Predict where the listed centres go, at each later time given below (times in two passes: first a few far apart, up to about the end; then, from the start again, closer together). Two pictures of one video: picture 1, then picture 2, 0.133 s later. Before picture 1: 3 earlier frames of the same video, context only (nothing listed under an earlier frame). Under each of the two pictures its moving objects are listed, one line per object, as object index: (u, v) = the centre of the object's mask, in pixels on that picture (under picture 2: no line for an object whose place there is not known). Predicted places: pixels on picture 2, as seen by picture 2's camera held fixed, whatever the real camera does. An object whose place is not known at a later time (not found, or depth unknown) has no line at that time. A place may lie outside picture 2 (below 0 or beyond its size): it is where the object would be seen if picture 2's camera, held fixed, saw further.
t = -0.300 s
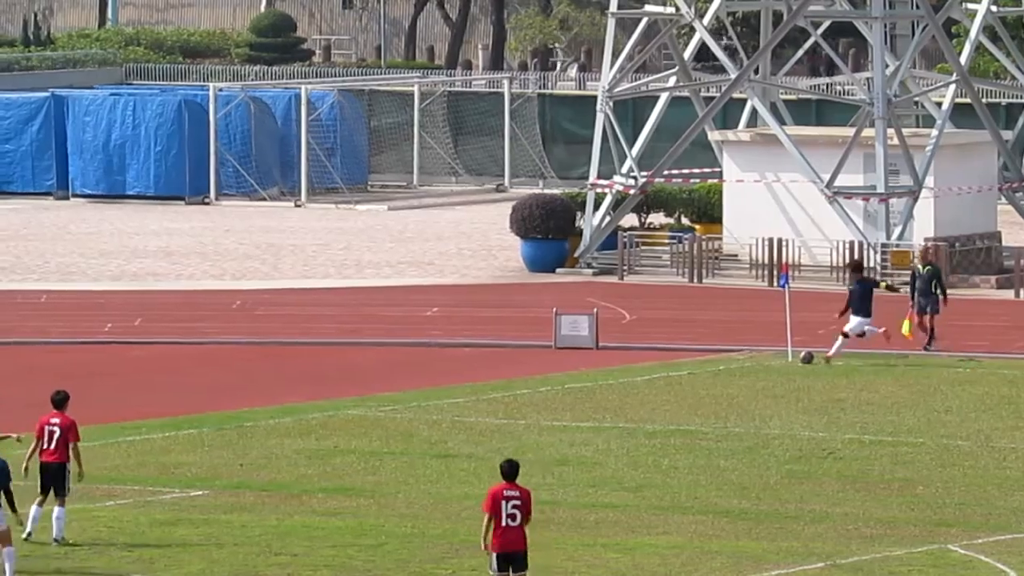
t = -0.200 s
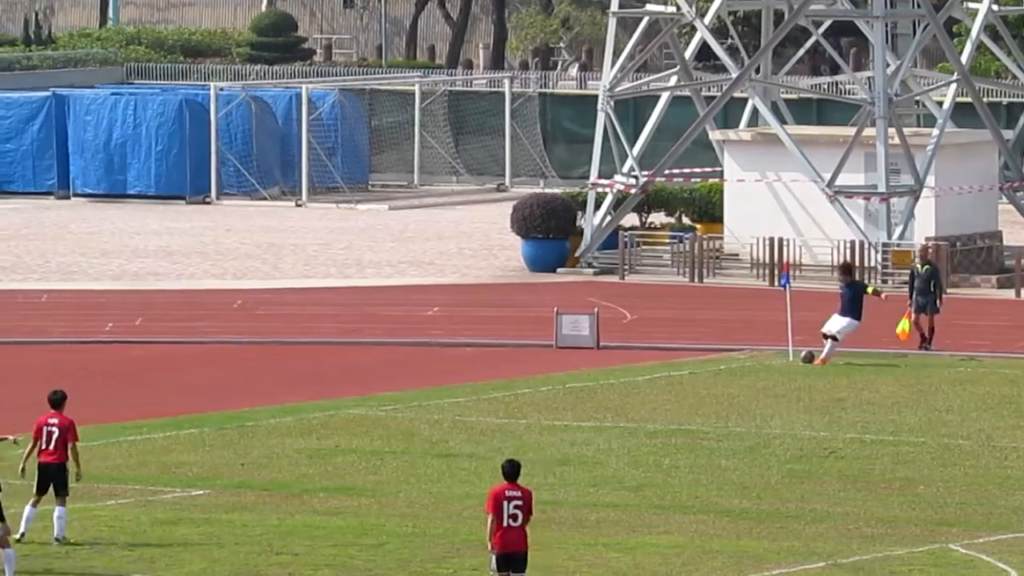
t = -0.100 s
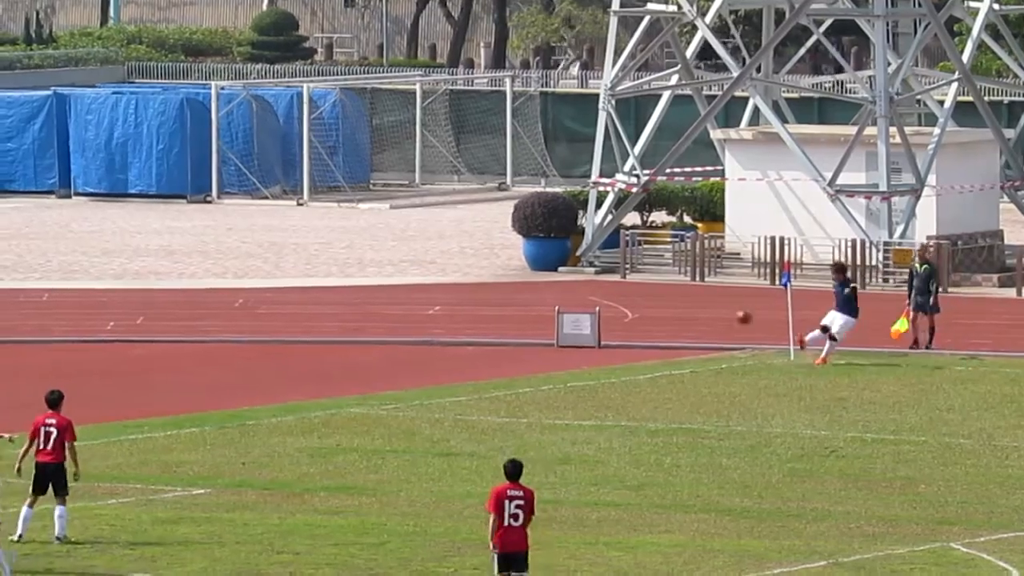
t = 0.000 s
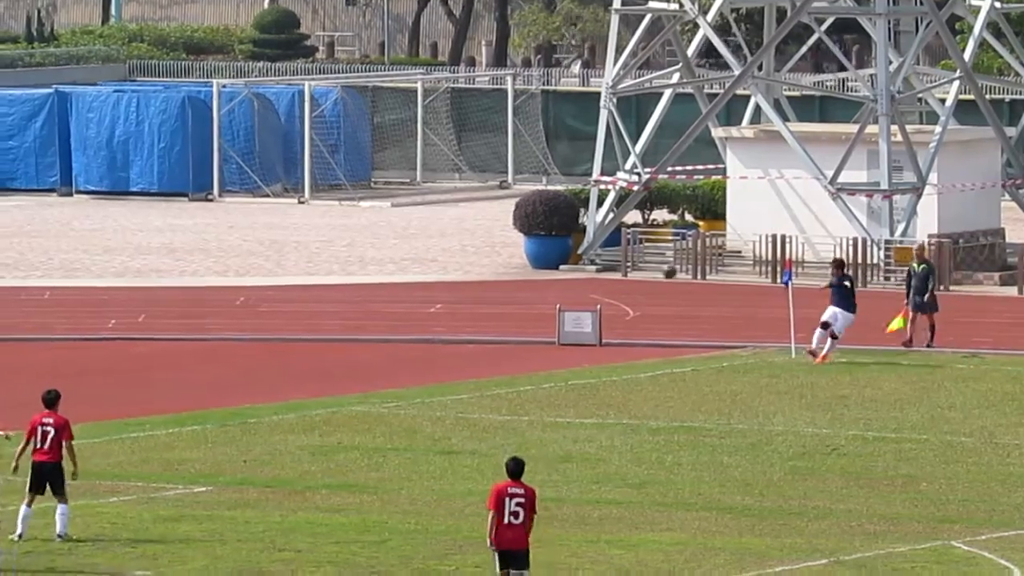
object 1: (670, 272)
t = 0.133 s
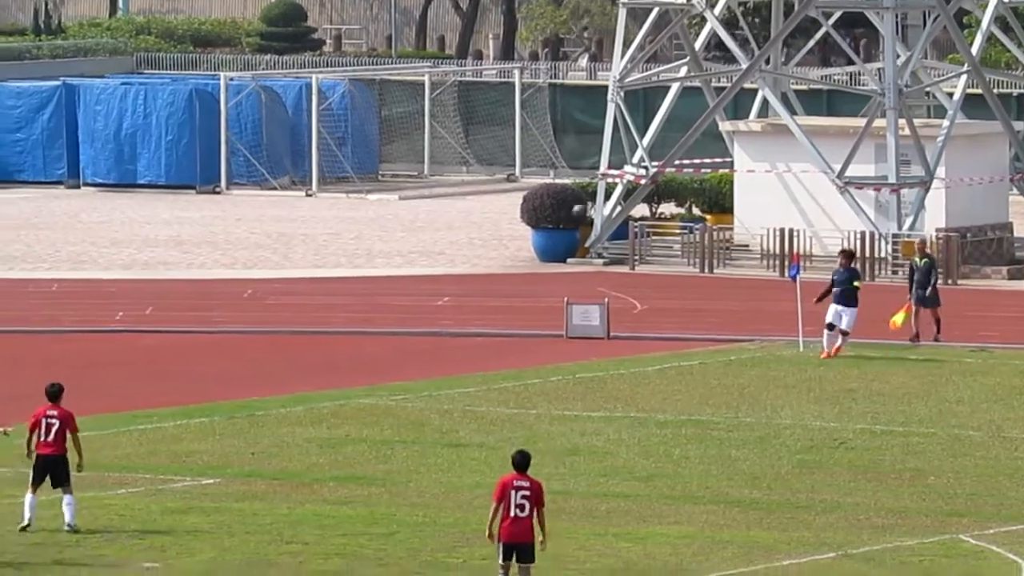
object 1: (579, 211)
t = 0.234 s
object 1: (512, 177)
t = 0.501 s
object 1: (343, 107)
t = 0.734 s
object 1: (206, 80)
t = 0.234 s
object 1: (512, 177)
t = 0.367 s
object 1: (425, 138)
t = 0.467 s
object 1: (363, 114)
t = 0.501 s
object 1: (343, 107)
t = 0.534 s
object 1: (323, 103)
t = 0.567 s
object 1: (303, 97)
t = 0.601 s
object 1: (283, 92)
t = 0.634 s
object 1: (264, 89)
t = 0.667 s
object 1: (244, 85)
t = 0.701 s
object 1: (225, 82)
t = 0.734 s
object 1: (206, 80)
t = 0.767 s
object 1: (188, 78)
